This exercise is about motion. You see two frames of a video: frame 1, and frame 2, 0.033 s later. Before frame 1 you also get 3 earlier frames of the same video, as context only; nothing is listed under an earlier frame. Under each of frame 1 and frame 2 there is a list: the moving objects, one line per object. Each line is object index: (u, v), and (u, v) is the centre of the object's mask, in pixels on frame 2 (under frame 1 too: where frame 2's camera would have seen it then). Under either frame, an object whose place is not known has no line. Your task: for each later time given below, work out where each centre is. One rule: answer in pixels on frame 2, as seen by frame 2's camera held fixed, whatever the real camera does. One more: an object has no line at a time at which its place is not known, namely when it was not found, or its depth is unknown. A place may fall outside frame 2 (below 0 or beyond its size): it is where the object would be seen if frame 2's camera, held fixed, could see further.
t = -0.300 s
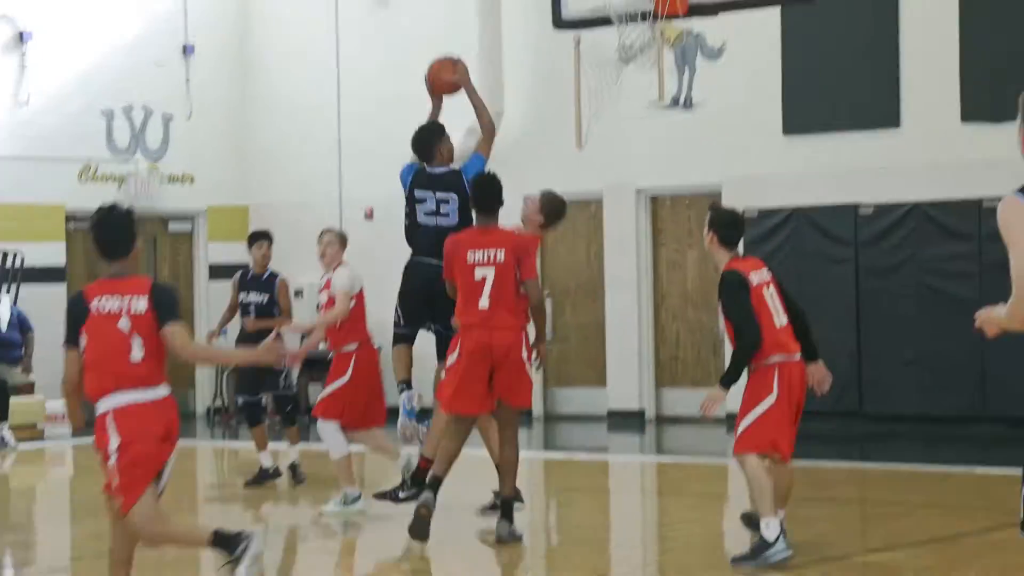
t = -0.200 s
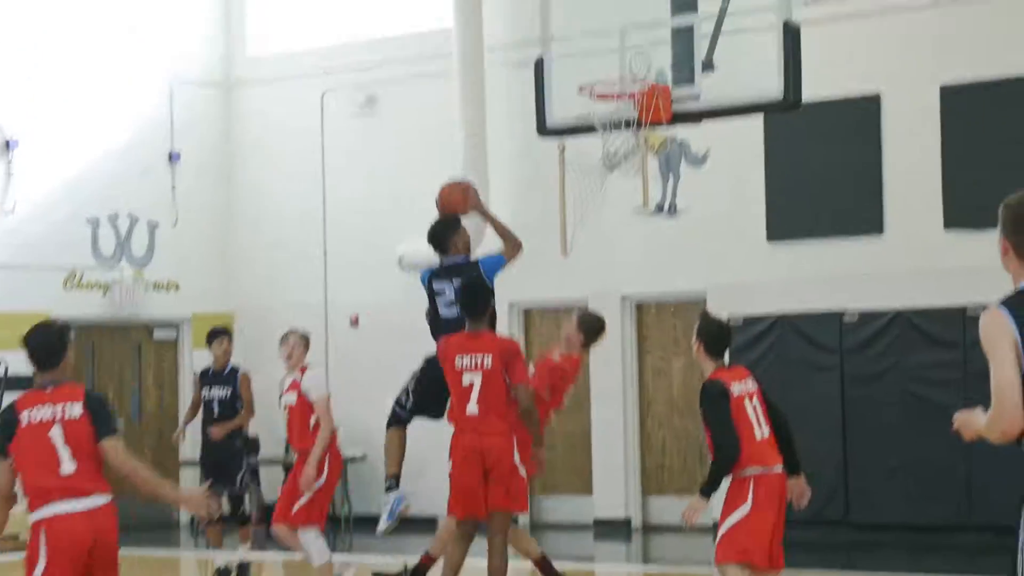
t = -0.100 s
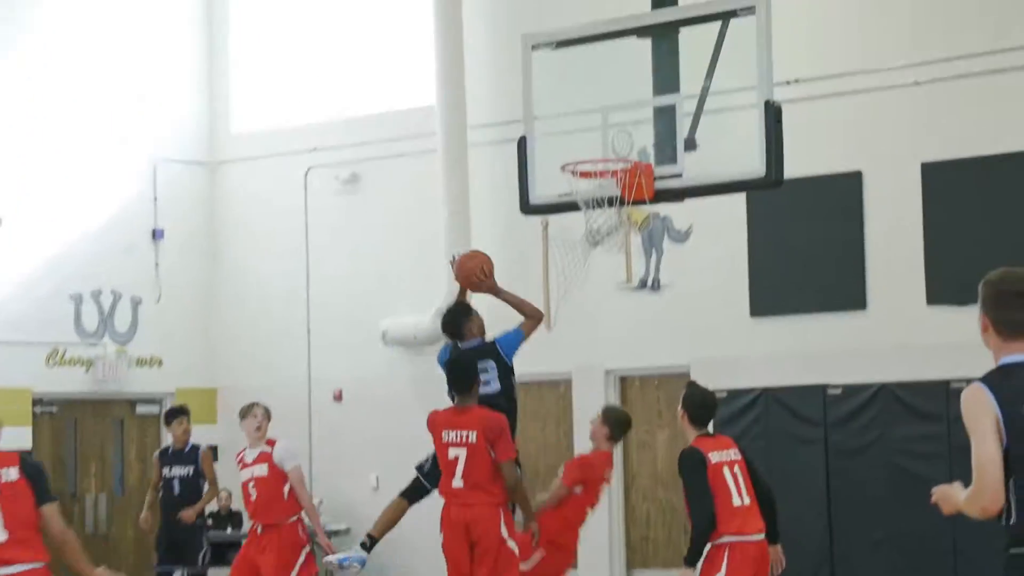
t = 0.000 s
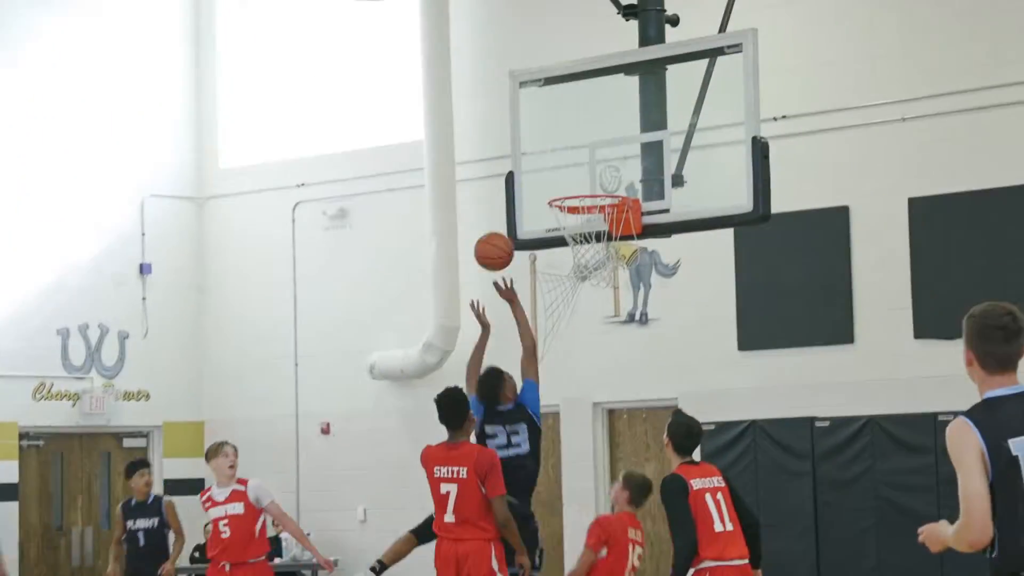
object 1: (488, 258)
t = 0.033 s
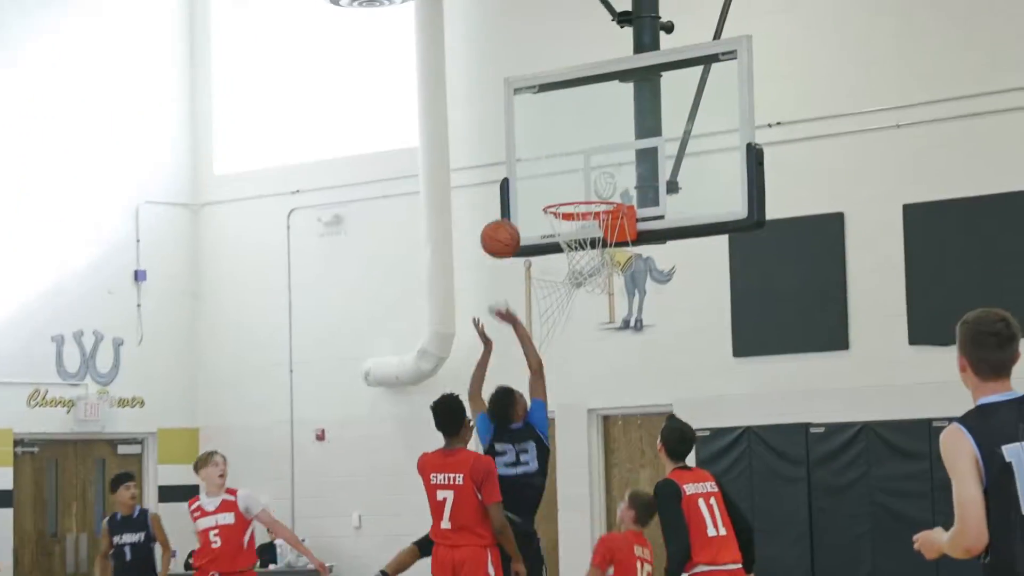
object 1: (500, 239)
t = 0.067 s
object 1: (512, 222)
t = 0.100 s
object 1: (523, 206)
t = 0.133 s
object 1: (535, 192)
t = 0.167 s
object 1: (547, 181)
